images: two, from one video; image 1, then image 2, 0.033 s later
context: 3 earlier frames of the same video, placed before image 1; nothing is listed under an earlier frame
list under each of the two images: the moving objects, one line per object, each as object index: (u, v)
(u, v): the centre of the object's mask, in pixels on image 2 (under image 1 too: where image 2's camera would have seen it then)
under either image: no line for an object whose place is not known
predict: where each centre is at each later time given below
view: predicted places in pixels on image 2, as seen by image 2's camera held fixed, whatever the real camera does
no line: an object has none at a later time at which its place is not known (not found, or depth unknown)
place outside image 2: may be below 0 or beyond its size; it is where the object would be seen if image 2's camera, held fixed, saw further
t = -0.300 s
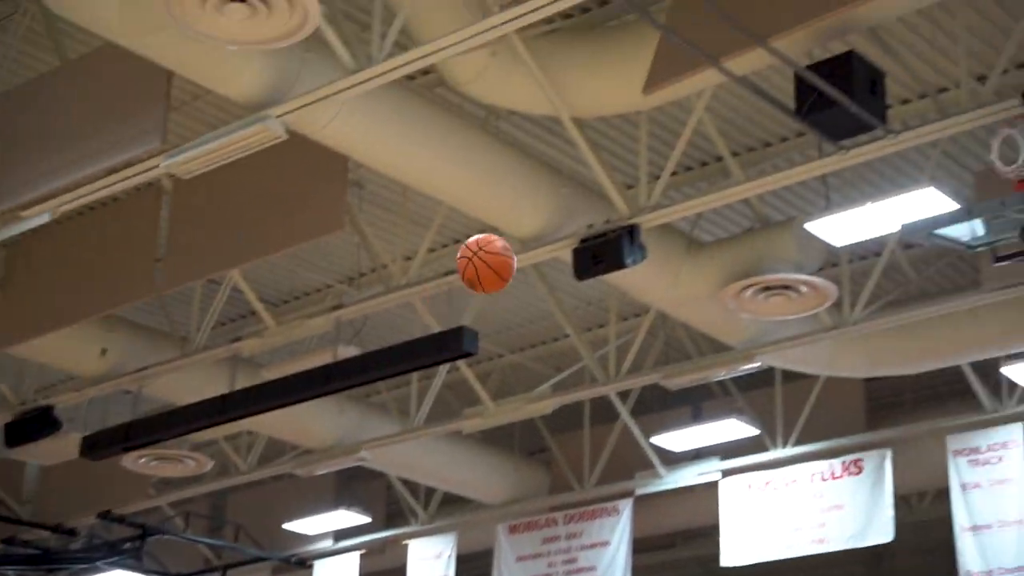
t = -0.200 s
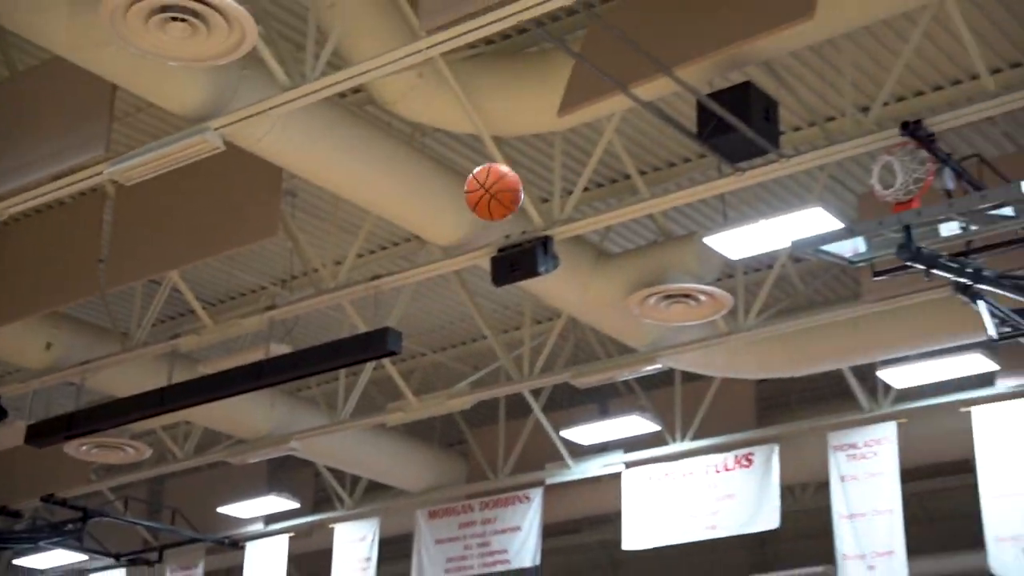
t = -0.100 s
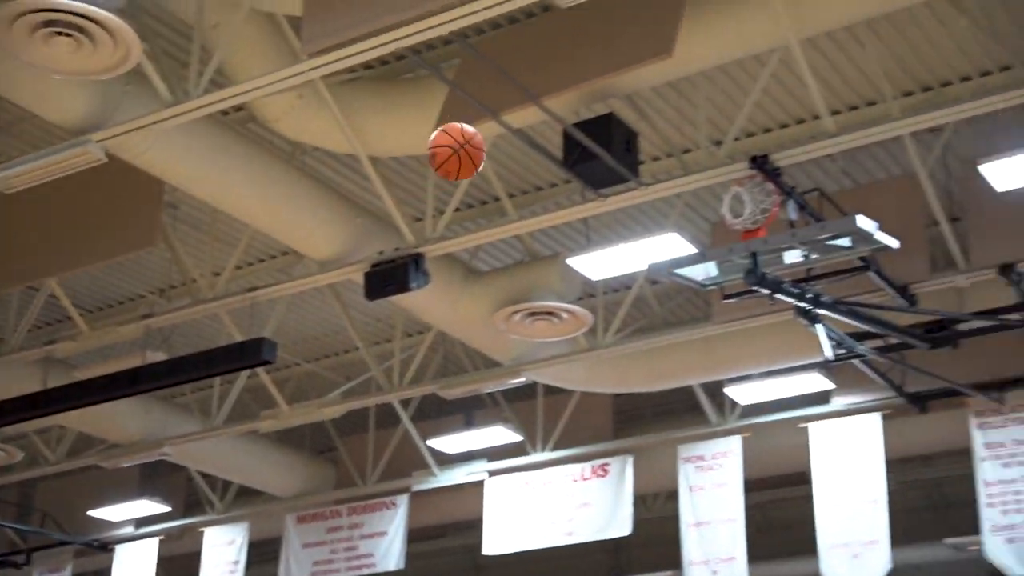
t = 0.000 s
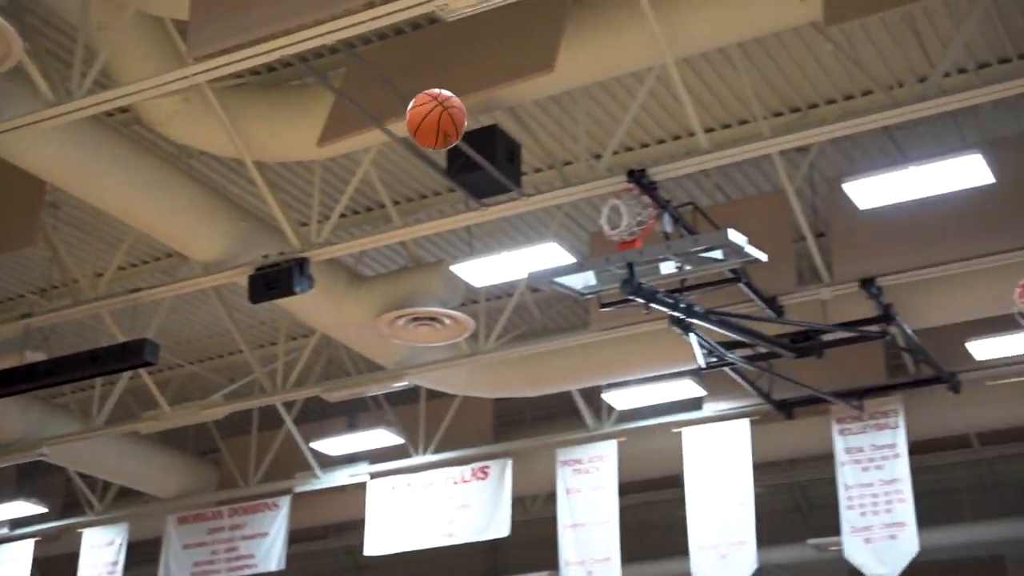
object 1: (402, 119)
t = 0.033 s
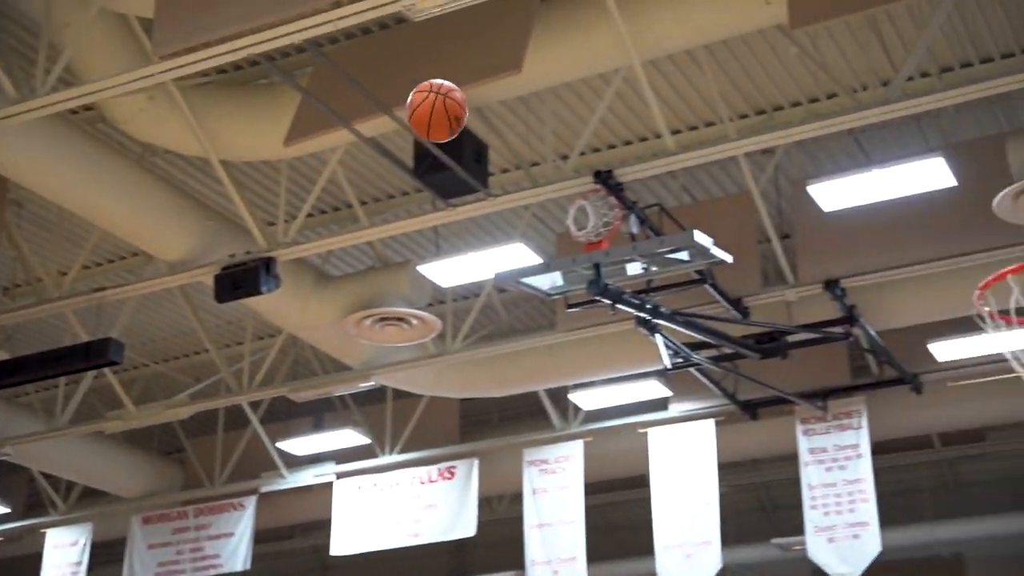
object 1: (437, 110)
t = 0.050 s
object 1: (455, 107)
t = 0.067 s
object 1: (473, 103)
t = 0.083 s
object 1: (491, 101)
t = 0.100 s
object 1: (510, 98)
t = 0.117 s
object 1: (529, 96)
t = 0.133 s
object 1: (549, 95)
